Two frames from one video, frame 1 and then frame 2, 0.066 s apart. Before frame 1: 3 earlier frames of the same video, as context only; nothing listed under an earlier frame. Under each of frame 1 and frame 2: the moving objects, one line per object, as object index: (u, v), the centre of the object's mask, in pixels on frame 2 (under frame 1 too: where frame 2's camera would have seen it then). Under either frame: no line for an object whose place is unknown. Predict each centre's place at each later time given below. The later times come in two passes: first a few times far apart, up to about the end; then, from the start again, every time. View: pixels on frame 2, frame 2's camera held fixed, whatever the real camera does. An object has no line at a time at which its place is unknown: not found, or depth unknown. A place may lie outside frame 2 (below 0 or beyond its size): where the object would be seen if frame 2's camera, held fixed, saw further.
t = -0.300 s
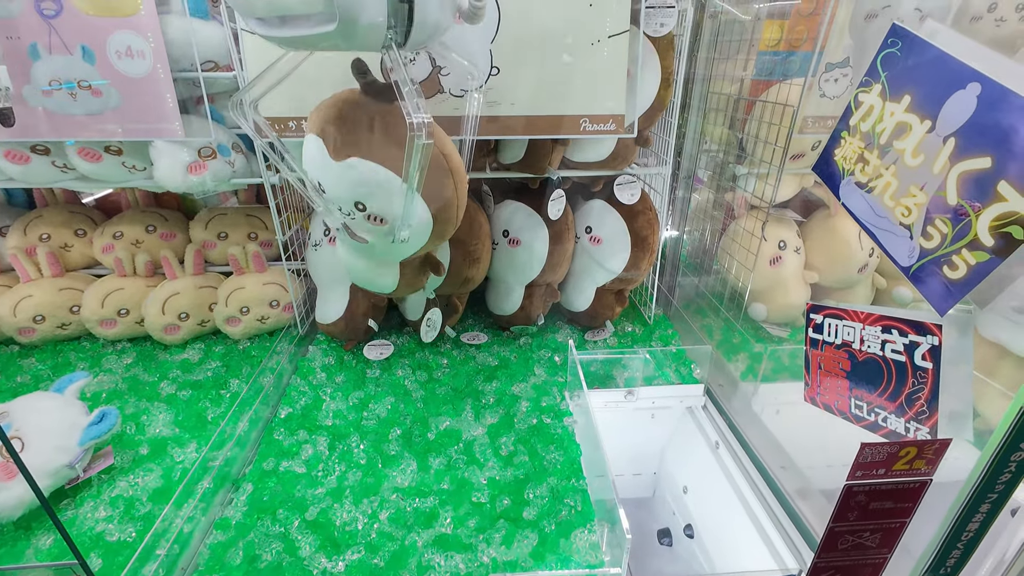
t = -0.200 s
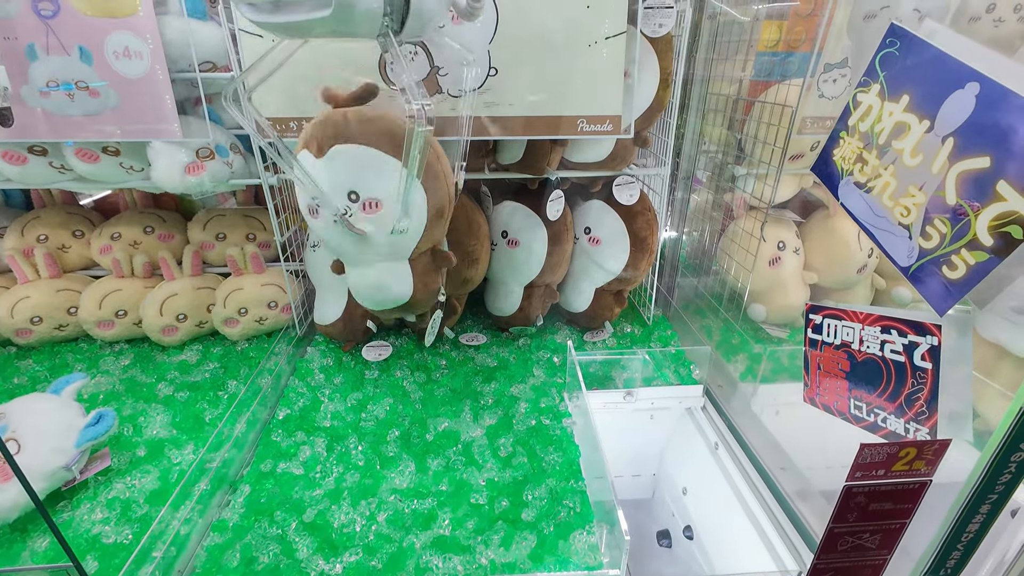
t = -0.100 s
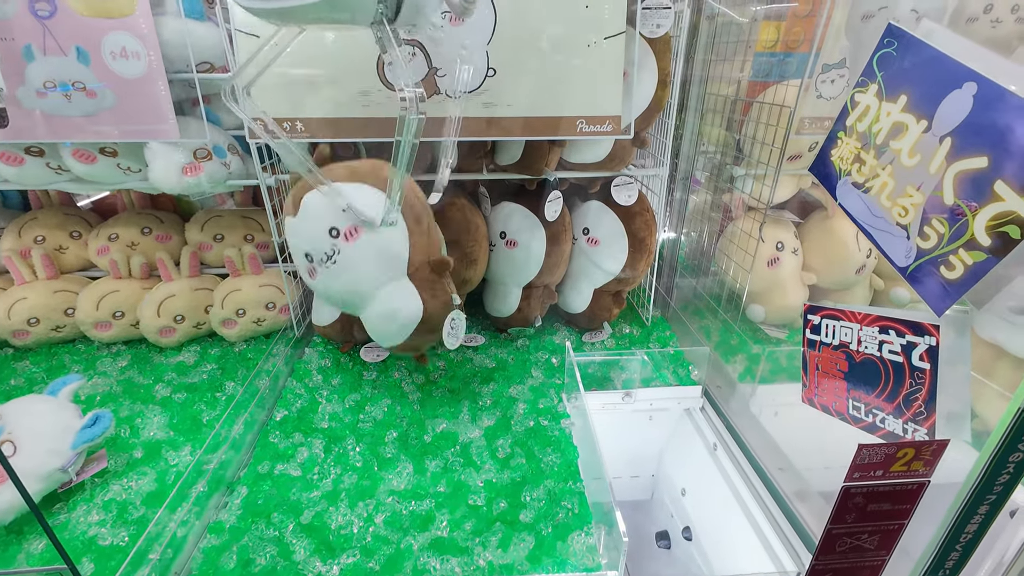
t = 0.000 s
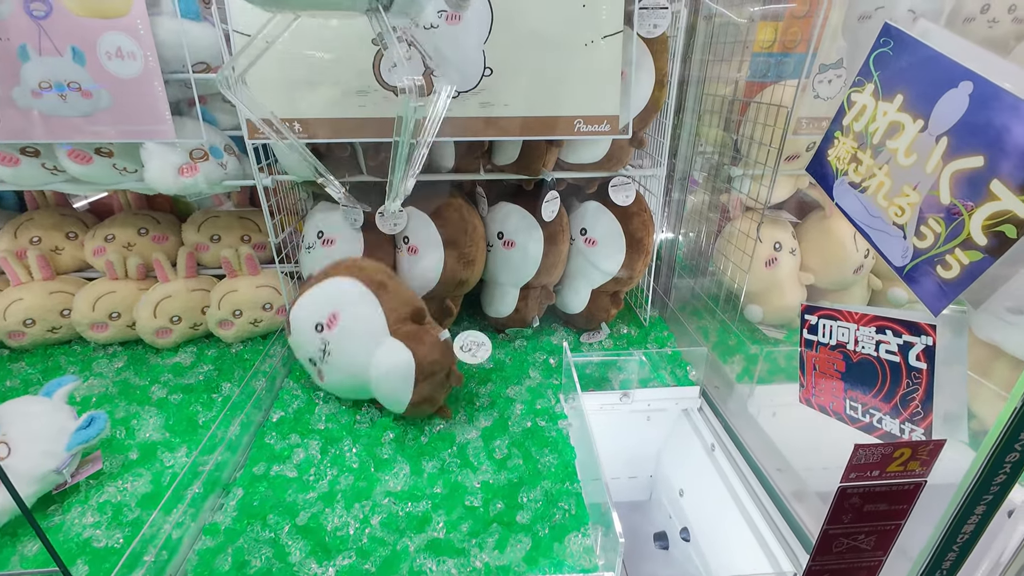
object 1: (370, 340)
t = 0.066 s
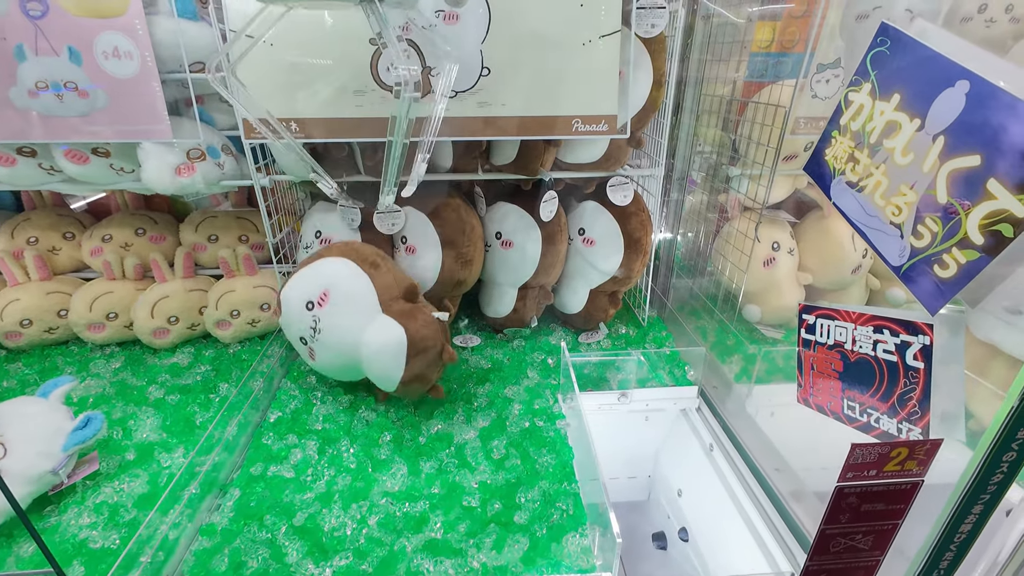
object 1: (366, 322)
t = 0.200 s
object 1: (364, 315)
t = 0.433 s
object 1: (378, 335)
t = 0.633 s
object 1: (381, 334)
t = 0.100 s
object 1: (363, 312)
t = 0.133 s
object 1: (363, 308)
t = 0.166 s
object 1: (363, 309)
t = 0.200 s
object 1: (364, 315)
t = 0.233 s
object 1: (366, 326)
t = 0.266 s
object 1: (368, 337)
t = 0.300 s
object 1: (370, 333)
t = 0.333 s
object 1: (372, 330)
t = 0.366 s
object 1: (375, 332)
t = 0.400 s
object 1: (378, 336)
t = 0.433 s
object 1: (378, 335)
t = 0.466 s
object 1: (378, 334)
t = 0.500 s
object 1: (379, 334)
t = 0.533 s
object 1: (379, 333)
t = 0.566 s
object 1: (380, 333)
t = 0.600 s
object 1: (381, 334)
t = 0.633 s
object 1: (381, 334)
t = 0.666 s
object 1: (381, 334)
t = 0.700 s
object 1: (380, 334)
